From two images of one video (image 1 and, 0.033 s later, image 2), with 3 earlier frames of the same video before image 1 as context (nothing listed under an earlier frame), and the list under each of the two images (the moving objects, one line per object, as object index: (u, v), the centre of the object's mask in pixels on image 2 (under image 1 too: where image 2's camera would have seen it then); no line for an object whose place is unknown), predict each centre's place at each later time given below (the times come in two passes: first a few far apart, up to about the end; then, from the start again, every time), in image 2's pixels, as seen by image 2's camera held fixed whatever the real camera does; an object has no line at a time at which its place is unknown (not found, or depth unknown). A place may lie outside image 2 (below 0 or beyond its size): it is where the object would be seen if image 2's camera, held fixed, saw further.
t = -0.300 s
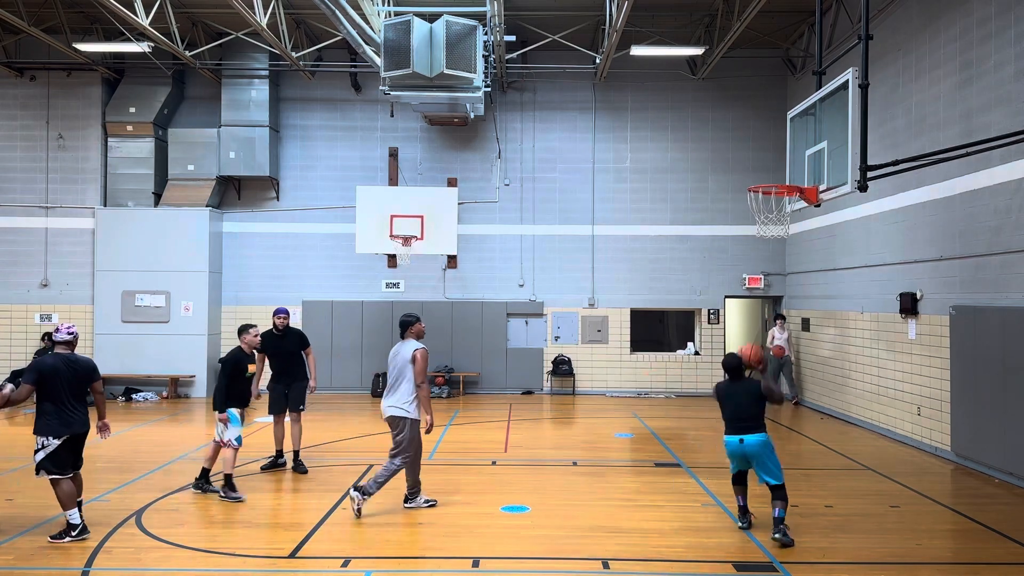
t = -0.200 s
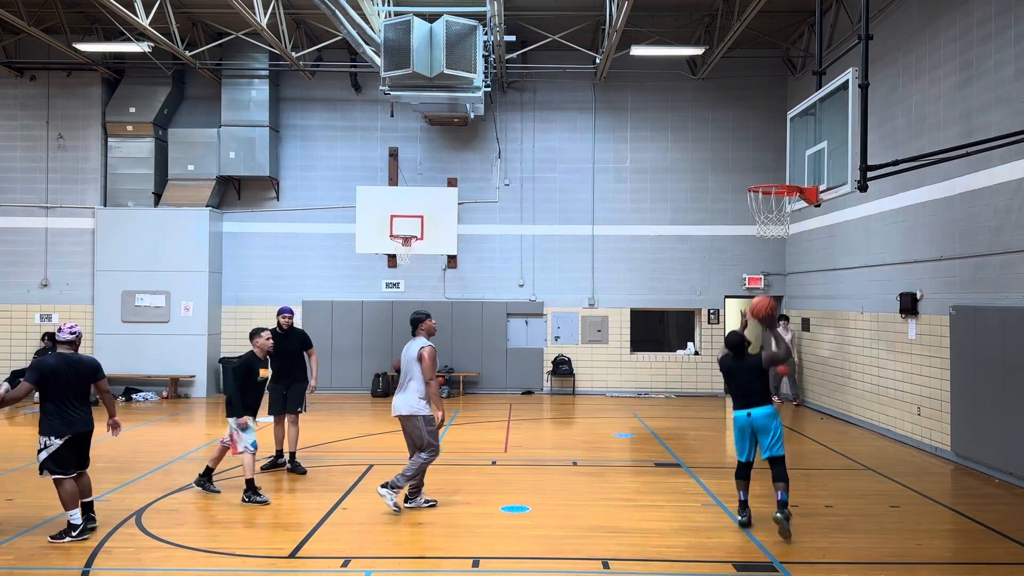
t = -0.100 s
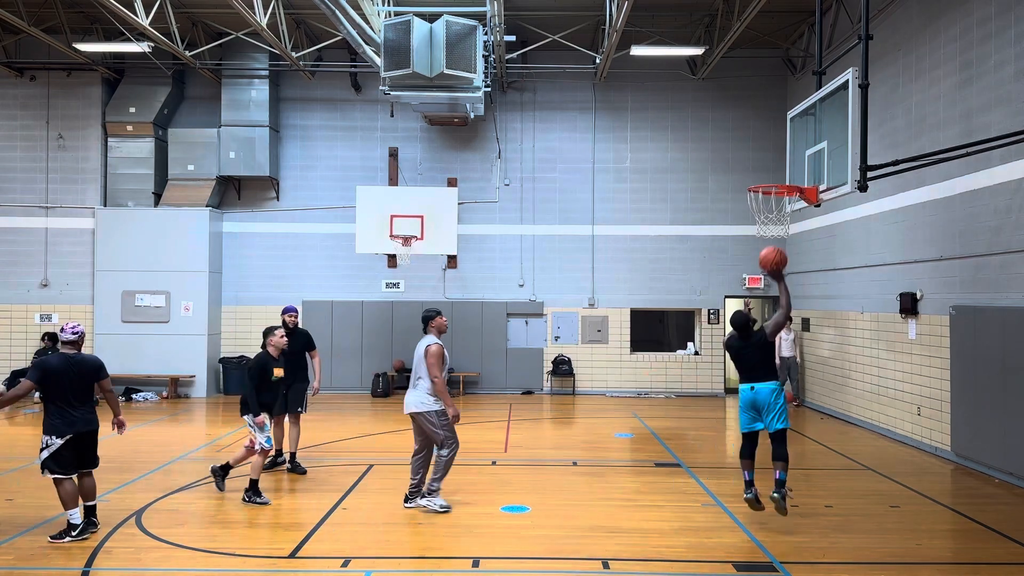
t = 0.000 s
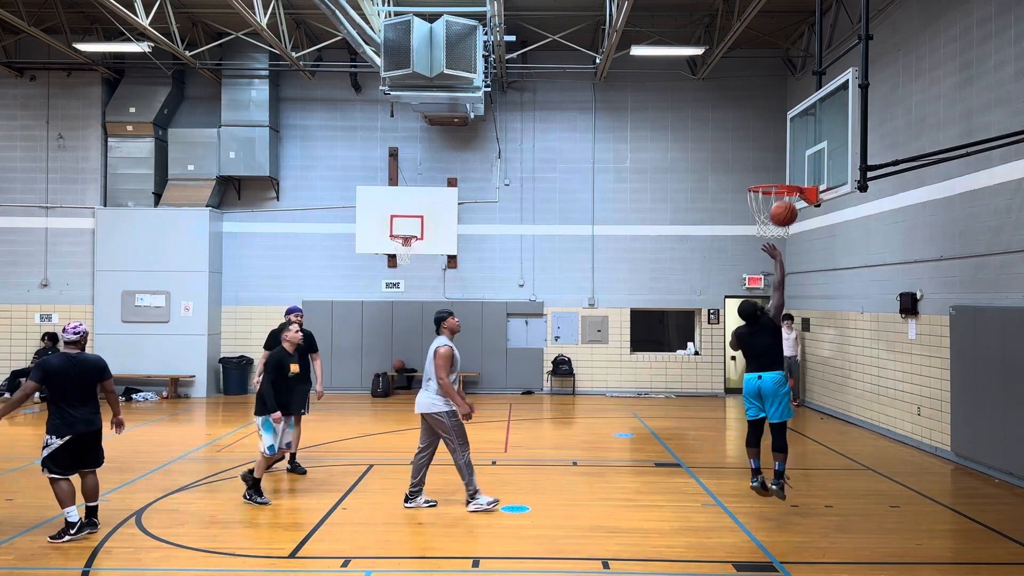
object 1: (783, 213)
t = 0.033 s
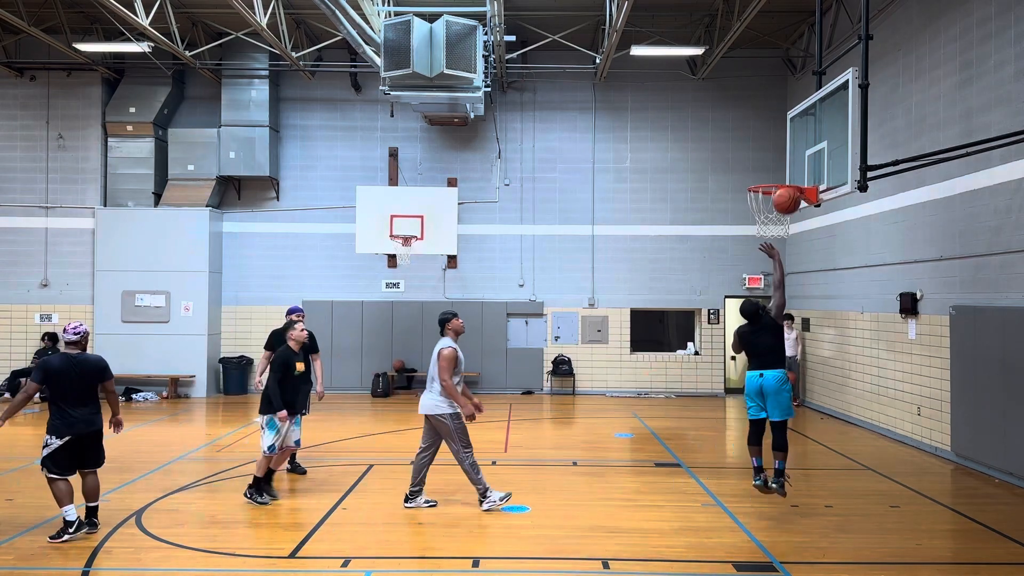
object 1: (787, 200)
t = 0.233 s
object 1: (806, 154)
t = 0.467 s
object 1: (784, 160)
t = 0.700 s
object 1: (762, 212)
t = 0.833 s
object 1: (763, 250)
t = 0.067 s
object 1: (790, 190)
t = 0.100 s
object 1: (793, 180)
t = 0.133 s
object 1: (797, 172)
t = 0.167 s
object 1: (800, 165)
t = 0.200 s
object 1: (803, 159)
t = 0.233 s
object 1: (806, 154)
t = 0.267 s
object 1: (809, 151)
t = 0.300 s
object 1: (807, 150)
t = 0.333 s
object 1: (802, 150)
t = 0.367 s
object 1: (798, 151)
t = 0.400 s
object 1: (793, 153)
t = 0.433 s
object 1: (789, 156)
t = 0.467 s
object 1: (784, 160)
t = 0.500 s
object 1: (780, 165)
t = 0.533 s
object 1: (775, 172)
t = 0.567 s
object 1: (770, 176)
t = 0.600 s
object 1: (765, 188)
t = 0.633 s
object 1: (763, 198)
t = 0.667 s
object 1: (763, 203)
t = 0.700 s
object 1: (762, 212)
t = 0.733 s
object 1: (762, 220)
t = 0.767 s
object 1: (762, 229)
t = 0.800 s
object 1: (763, 239)
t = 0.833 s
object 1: (763, 250)
